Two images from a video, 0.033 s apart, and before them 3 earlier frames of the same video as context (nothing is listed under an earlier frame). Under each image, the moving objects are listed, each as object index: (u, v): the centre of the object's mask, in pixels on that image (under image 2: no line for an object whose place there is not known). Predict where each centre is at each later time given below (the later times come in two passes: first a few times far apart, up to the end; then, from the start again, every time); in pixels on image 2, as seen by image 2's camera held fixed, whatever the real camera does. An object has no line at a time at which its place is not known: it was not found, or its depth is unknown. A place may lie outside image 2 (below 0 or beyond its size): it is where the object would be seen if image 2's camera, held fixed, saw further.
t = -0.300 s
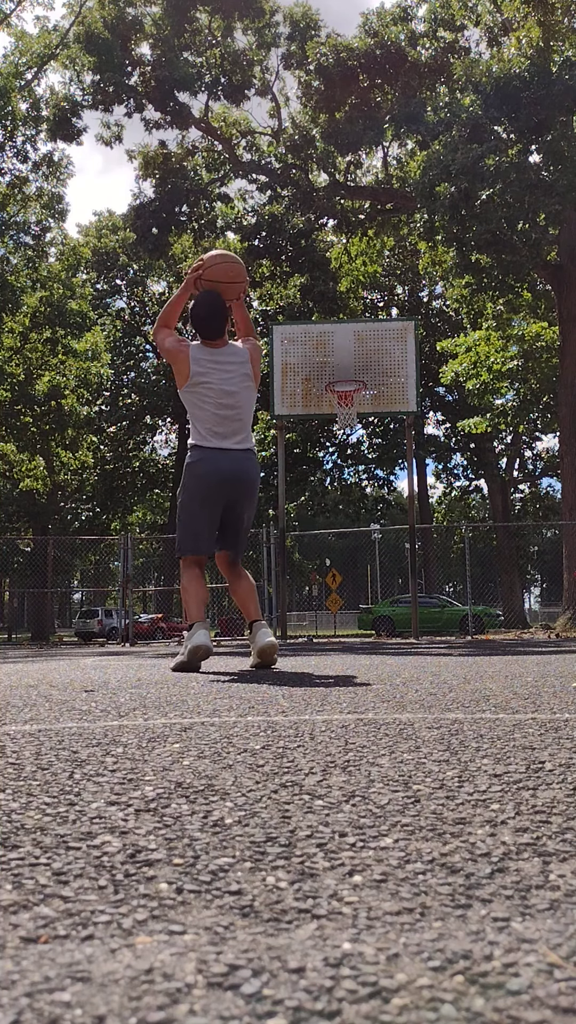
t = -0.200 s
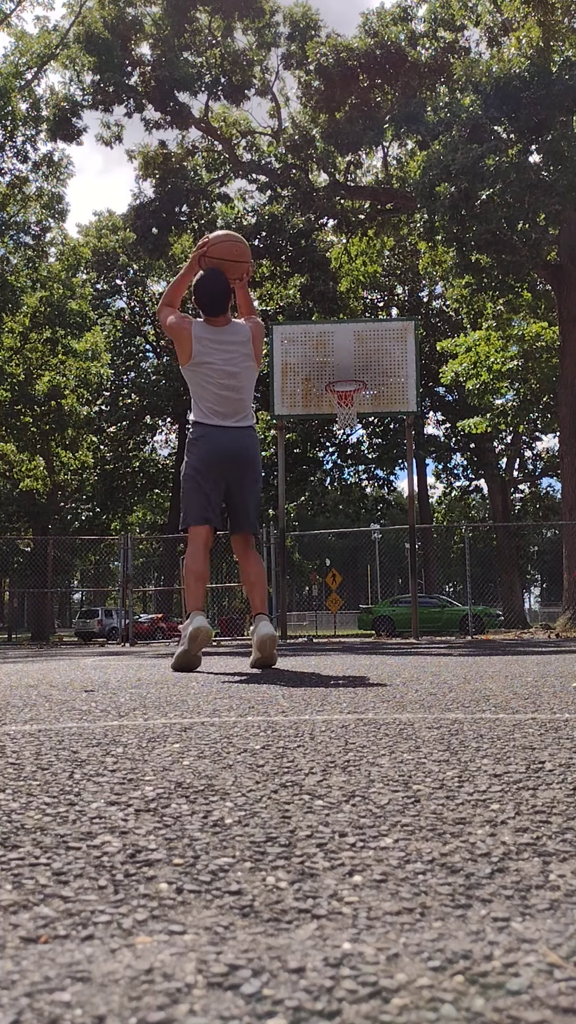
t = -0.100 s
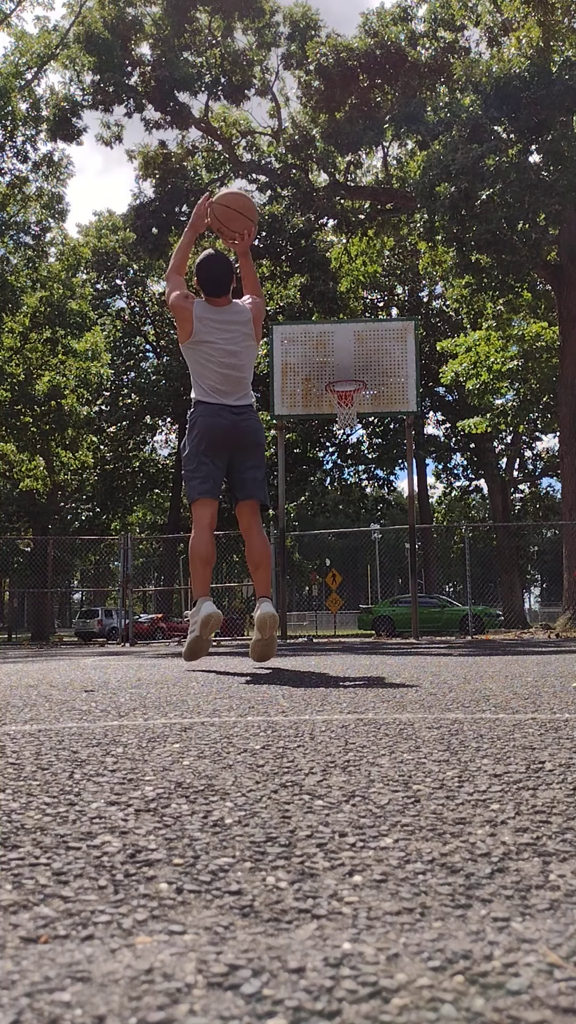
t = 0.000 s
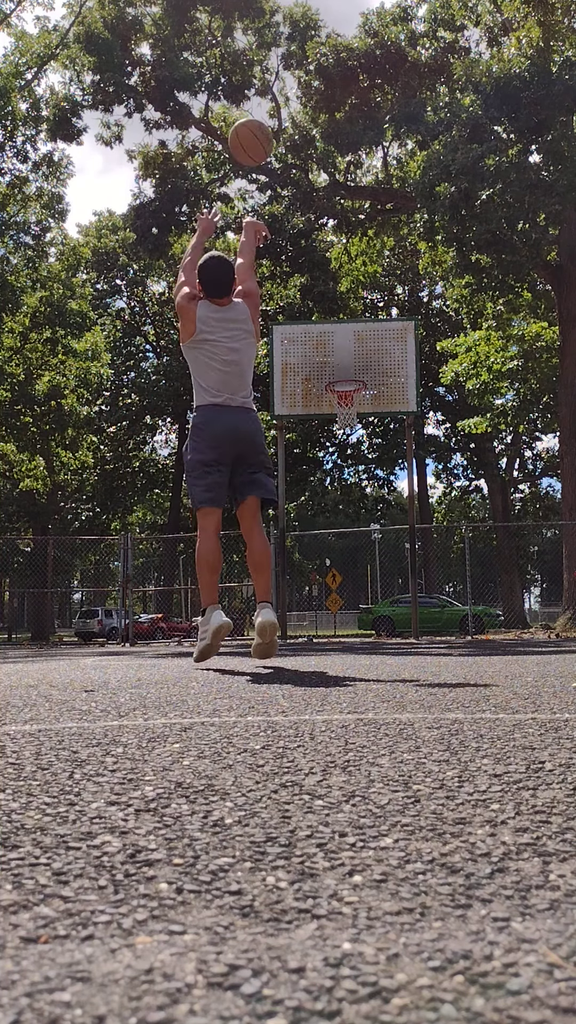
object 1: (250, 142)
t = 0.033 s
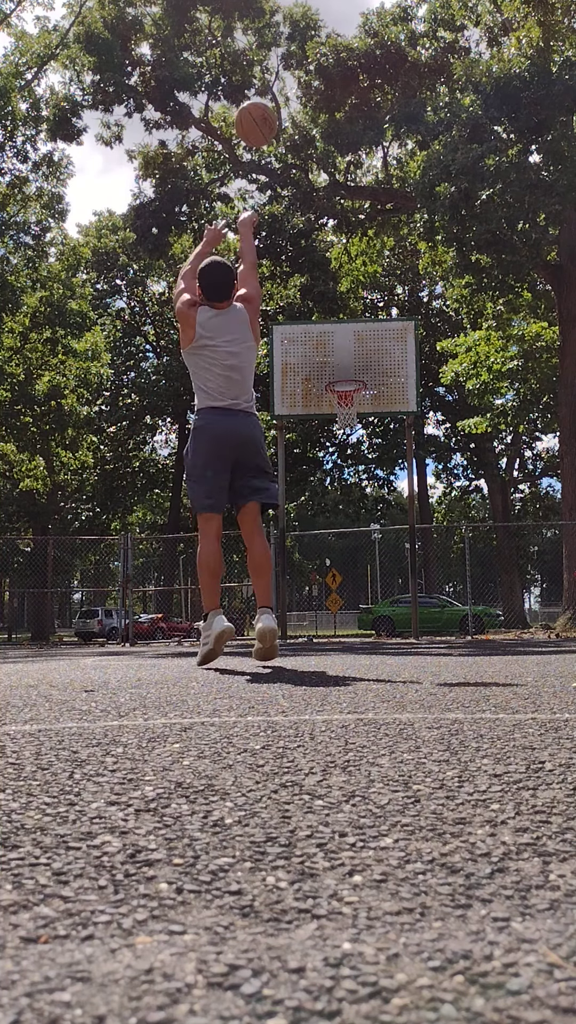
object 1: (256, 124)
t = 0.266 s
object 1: (282, 69)
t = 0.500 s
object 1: (302, 92)
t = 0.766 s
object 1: (318, 171)
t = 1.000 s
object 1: (331, 271)
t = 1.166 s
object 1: (337, 355)
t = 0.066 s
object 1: (260, 109)
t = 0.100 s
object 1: (265, 96)
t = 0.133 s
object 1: (268, 87)
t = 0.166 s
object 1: (272, 80)
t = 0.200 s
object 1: (276, 74)
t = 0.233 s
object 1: (279, 70)
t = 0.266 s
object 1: (282, 69)
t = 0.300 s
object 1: (286, 69)
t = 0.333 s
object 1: (289, 70)
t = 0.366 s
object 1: (291, 71)
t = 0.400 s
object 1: (294, 75)
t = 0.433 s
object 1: (297, 80)
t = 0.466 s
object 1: (299, 85)
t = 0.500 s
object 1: (302, 92)
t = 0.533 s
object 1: (305, 99)
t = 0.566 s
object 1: (307, 107)
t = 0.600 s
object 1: (309, 116)
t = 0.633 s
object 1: (311, 126)
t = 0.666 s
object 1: (313, 136)
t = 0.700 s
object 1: (315, 147)
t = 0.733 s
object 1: (316, 159)
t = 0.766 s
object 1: (318, 171)
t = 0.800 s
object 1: (320, 184)
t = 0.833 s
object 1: (322, 197)
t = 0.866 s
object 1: (324, 210)
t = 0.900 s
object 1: (326, 225)
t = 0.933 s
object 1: (327, 240)
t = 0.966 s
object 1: (328, 254)
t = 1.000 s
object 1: (331, 271)
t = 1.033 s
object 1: (332, 286)
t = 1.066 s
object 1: (333, 303)
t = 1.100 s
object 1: (335, 319)
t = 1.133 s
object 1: (336, 337)
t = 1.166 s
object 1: (337, 355)
